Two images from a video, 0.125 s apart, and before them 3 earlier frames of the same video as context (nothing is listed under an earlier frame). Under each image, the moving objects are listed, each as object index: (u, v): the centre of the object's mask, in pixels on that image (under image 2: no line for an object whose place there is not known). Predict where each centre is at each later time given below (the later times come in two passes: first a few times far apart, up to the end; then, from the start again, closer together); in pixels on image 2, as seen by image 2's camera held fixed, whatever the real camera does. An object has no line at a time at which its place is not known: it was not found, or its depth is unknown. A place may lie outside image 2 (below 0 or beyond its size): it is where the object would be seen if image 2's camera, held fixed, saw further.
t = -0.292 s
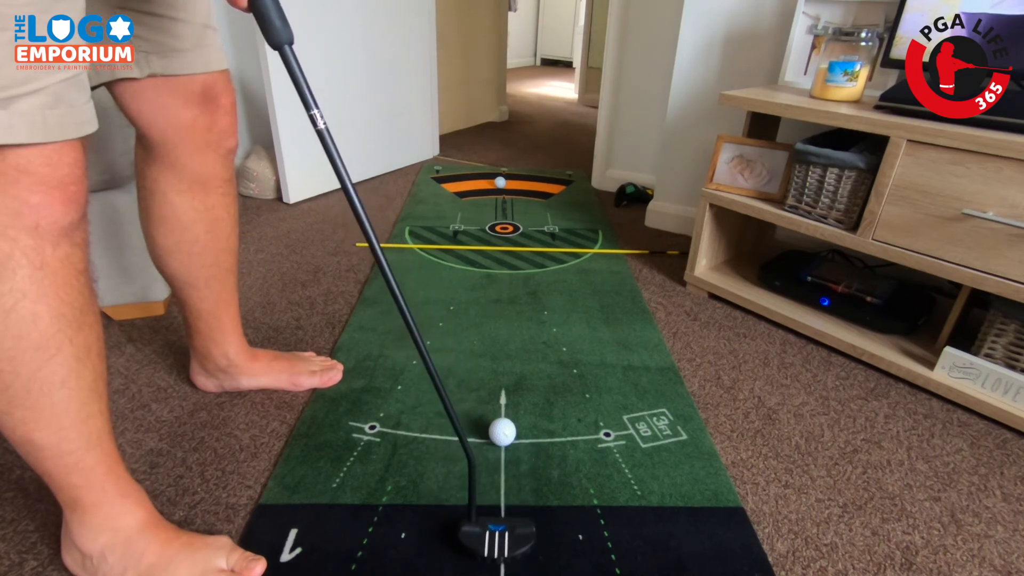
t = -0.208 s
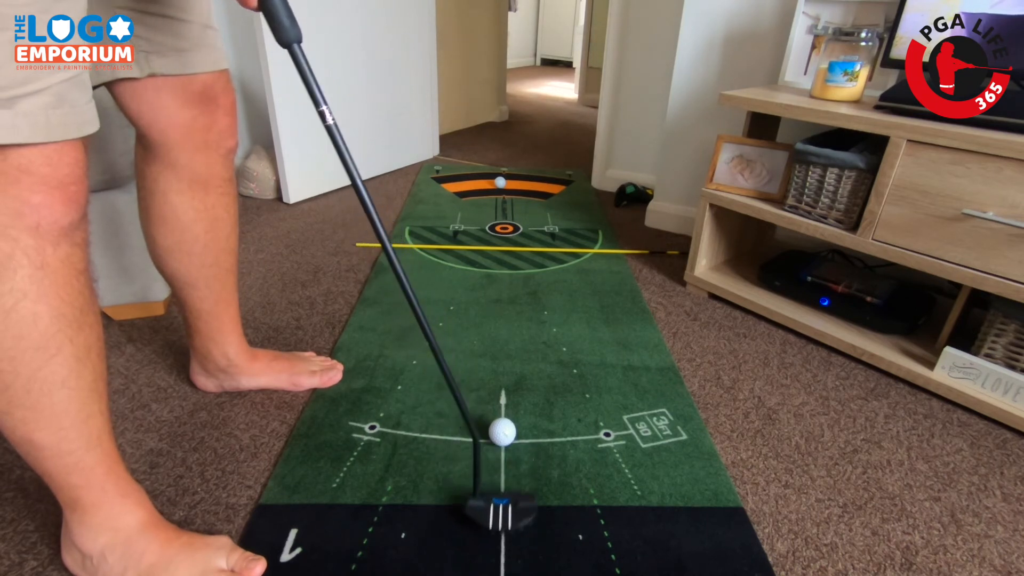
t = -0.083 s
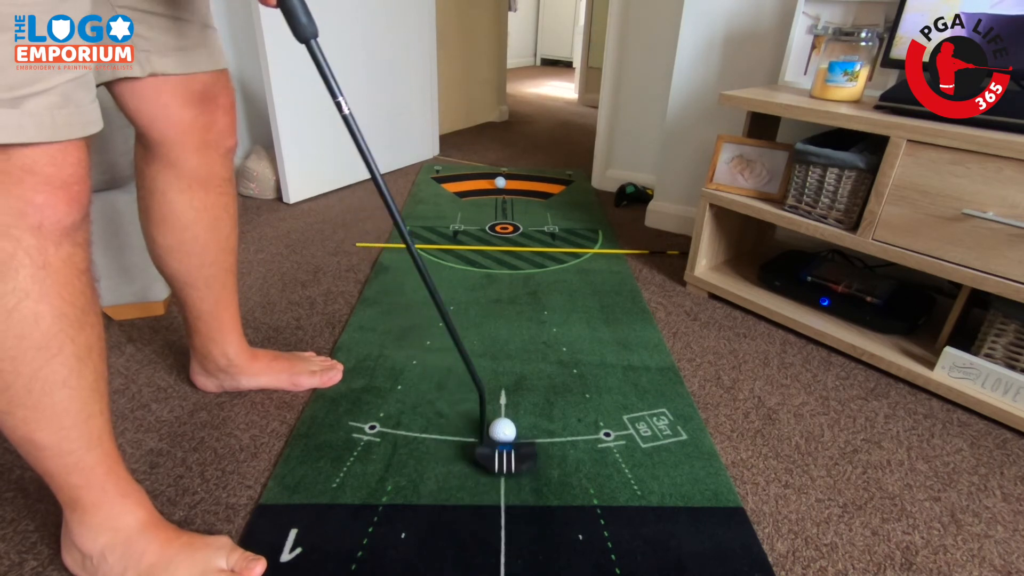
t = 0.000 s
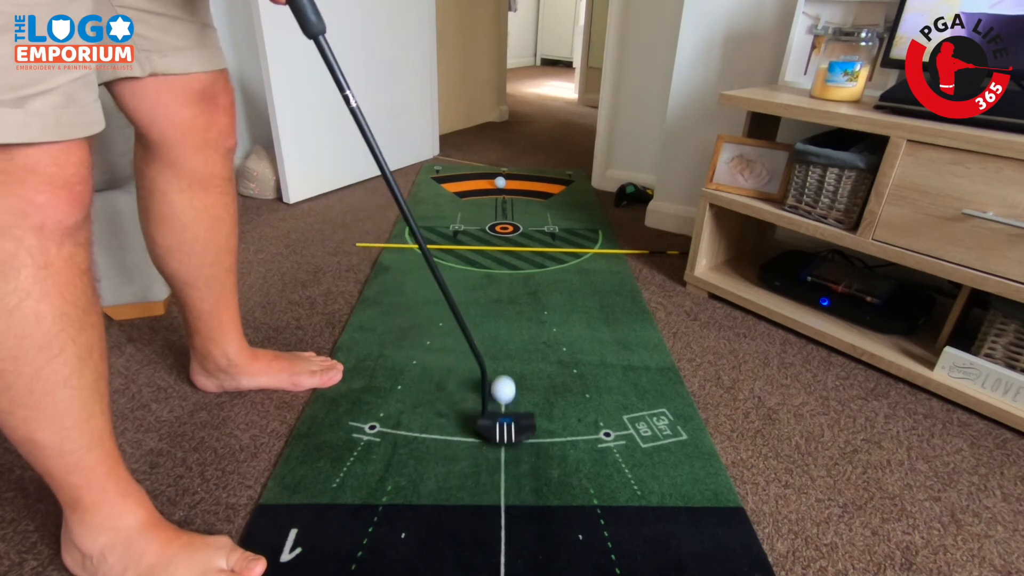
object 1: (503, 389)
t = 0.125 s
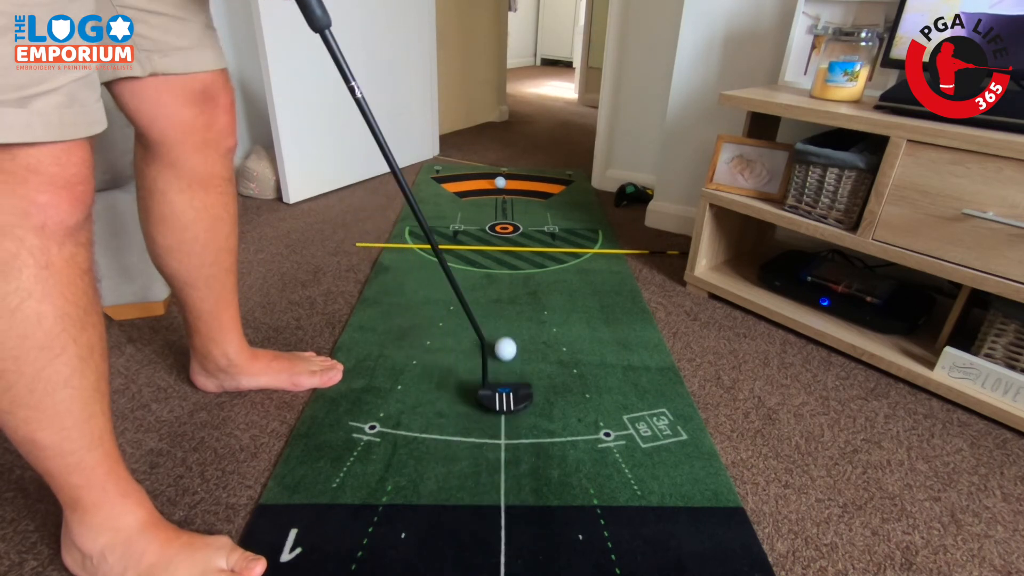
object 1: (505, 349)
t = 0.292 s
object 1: (507, 311)
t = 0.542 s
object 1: (508, 271)
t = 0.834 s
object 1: (509, 240)
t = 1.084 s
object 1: (509, 234)
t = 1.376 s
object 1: (510, 228)
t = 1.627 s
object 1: (510, 226)
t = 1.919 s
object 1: (510, 226)
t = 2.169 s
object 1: (510, 226)
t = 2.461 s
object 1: (510, 226)
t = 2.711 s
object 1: (510, 226)
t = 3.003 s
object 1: (510, 226)
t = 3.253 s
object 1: (510, 226)
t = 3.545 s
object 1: (510, 226)
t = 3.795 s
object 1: (510, 226)
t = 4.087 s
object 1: (510, 226)
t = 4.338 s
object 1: (511, 226)
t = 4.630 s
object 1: (510, 226)
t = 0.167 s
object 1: (506, 338)
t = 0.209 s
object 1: (507, 328)
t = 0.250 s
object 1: (507, 319)
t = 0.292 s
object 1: (507, 311)
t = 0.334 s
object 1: (508, 303)
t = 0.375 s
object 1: (508, 296)
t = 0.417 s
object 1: (508, 289)
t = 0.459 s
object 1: (508, 283)
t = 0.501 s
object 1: (508, 277)
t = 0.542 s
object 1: (508, 271)
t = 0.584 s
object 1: (508, 266)
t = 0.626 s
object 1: (508, 261)
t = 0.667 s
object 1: (508, 256)
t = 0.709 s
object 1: (509, 252)
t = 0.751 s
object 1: (509, 248)
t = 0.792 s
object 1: (509, 243)
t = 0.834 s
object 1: (509, 240)
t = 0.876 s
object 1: (509, 239)
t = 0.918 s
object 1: (509, 240)
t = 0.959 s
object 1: (509, 238)
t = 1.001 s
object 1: (509, 237)
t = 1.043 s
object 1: (509, 235)
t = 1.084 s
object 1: (509, 234)
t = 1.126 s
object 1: (509, 233)
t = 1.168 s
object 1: (509, 231)
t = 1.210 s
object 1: (510, 230)
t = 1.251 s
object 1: (510, 229)
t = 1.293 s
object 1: (510, 229)
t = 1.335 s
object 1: (510, 228)
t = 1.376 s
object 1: (510, 228)
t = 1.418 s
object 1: (510, 227)
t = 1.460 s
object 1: (510, 227)
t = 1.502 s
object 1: (511, 227)
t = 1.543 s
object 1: (510, 227)
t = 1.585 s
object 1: (510, 226)
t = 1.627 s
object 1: (510, 226)
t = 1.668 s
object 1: (510, 226)
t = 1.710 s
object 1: (510, 226)
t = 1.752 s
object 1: (510, 226)
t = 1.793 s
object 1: (510, 226)
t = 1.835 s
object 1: (510, 226)
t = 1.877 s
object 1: (510, 226)
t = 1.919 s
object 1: (510, 226)
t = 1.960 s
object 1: (510, 226)
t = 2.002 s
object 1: (510, 226)
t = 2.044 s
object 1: (510, 226)
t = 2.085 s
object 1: (510, 226)
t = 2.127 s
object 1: (510, 226)
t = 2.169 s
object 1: (510, 226)
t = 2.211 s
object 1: (510, 226)
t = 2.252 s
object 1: (510, 226)
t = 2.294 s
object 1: (510, 226)
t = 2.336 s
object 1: (510, 226)
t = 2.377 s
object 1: (510, 226)
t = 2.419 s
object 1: (510, 226)
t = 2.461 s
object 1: (510, 226)
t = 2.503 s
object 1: (510, 226)
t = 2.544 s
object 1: (510, 226)
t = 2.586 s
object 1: (510, 226)
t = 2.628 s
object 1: (510, 226)
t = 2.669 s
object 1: (510, 226)
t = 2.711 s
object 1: (510, 226)
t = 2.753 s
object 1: (510, 226)
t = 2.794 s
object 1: (510, 226)
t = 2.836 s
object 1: (510, 226)
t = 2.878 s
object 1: (510, 226)
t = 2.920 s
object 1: (510, 226)
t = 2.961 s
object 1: (510, 226)
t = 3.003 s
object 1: (510, 226)
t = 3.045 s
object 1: (510, 226)
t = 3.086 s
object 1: (510, 226)
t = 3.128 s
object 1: (510, 226)
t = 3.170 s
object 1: (510, 226)
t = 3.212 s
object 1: (510, 226)
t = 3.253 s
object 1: (510, 226)
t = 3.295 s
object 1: (510, 226)
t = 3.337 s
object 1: (510, 226)
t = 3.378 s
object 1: (510, 226)
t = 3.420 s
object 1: (510, 226)
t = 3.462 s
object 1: (510, 226)
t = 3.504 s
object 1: (510, 226)
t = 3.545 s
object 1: (510, 226)
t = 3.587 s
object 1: (510, 226)
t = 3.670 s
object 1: (511, 229)
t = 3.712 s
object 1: (510, 226)
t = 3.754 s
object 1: (510, 226)
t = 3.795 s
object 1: (510, 226)
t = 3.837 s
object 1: (510, 226)
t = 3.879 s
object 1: (510, 226)
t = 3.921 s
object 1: (510, 226)
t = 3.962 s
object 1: (510, 226)
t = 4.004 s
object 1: (510, 226)
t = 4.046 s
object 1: (510, 226)
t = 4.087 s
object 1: (510, 226)
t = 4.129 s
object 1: (510, 226)
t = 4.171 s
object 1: (510, 226)
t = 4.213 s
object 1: (510, 226)
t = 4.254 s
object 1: (510, 226)
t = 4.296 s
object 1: (511, 226)
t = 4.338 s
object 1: (511, 226)
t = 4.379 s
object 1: (510, 226)
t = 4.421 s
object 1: (511, 226)
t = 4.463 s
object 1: (510, 226)
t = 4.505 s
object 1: (510, 226)
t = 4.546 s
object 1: (510, 226)
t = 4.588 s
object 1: (510, 226)
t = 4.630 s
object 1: (510, 226)
